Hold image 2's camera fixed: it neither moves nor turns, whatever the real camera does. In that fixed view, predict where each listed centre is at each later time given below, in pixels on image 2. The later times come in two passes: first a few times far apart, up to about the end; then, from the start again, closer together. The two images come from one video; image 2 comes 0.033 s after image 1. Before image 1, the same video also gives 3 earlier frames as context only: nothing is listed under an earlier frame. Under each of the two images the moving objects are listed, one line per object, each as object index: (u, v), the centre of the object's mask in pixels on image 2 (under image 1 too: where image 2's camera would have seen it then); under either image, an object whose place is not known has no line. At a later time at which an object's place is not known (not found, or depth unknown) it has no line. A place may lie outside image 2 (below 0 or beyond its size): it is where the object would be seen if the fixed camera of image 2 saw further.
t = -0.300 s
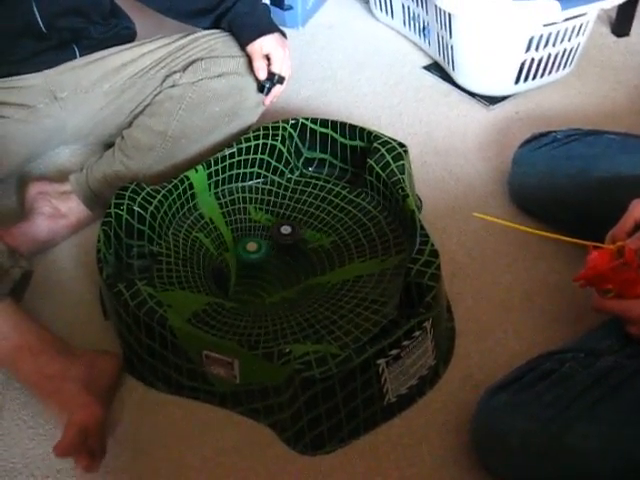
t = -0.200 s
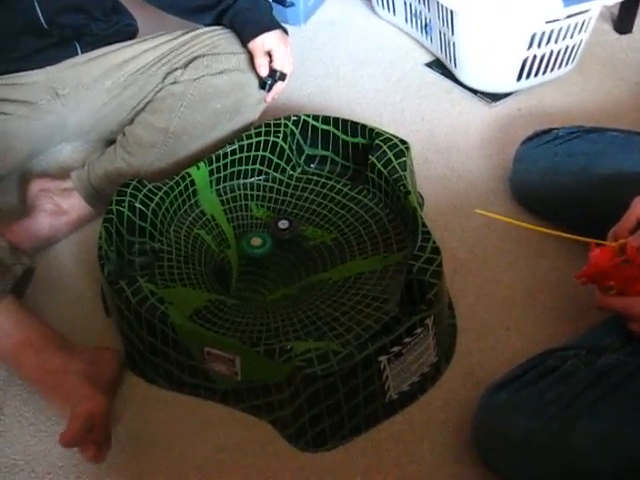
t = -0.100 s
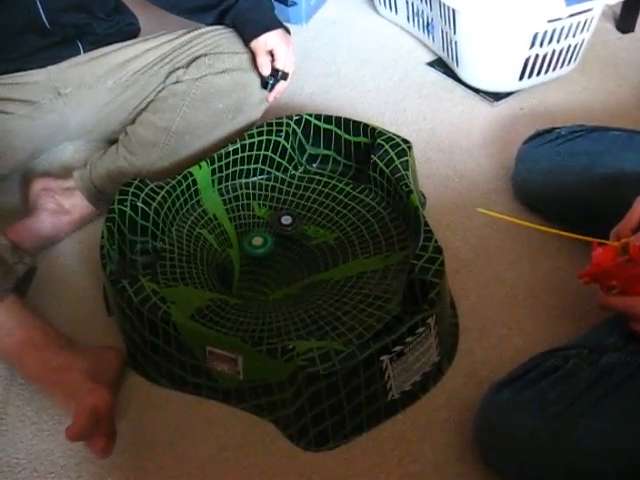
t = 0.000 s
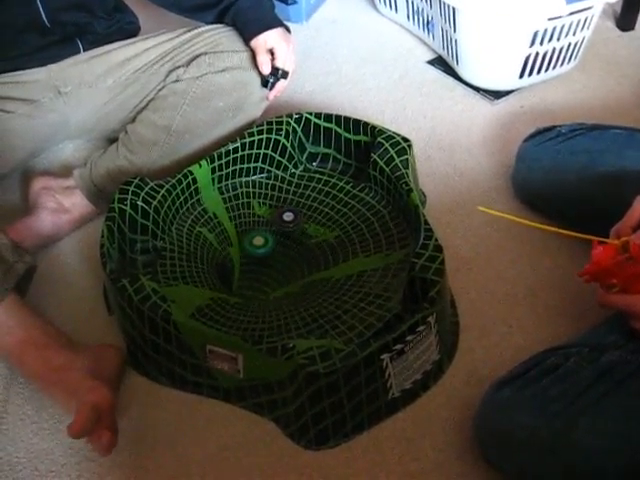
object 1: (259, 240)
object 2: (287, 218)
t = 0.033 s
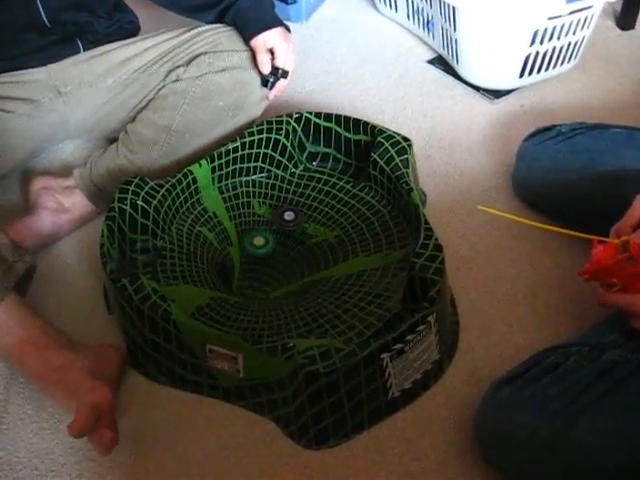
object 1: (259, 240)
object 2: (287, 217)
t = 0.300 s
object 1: (268, 244)
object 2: (290, 221)
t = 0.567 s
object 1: (272, 258)
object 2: (294, 234)
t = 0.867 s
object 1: (272, 274)
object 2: (296, 249)
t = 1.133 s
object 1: (267, 286)
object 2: (290, 256)
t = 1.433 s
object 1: (270, 289)
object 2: (287, 261)
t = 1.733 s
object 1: (268, 274)
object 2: (288, 251)
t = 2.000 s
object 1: (264, 262)
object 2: (295, 237)
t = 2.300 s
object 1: (271, 247)
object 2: (308, 231)
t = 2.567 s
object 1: (280, 237)
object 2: (315, 235)
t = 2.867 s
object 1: (280, 230)
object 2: (324, 249)
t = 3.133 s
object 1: (280, 235)
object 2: (319, 258)
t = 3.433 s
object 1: (283, 243)
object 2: (298, 269)
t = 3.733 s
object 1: (286, 236)
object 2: (277, 264)
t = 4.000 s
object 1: (302, 224)
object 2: (275, 246)
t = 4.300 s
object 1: (322, 223)
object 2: (291, 235)
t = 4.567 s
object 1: (330, 236)
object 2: (295, 239)
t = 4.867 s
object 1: (329, 254)
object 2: (279, 251)
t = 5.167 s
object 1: (310, 258)
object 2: (263, 252)
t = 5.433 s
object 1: (289, 253)
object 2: (253, 244)
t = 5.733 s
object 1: (293, 238)
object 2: (260, 232)
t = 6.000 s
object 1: (308, 235)
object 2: (272, 234)
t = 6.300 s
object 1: (315, 248)
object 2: (275, 245)
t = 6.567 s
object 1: (299, 258)
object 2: (266, 259)
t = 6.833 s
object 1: (315, 272)
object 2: (207, 234)
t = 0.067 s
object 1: (259, 241)
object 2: (287, 217)
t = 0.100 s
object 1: (260, 241)
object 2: (288, 217)
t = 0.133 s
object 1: (261, 241)
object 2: (289, 217)
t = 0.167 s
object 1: (262, 242)
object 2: (288, 217)
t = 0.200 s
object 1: (263, 243)
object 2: (289, 217)
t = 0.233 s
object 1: (265, 245)
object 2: (289, 218)
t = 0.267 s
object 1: (266, 244)
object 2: (290, 219)
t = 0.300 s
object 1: (268, 244)
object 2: (290, 221)
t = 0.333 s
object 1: (270, 247)
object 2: (291, 222)
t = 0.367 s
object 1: (271, 247)
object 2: (293, 224)
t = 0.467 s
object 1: (273, 252)
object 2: (294, 228)
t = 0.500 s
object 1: (272, 255)
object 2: (294, 230)
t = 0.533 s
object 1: (272, 256)
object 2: (295, 232)
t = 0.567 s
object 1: (272, 258)
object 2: (294, 234)
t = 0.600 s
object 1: (272, 260)
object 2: (295, 236)
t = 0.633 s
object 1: (273, 262)
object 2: (296, 237)
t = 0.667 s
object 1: (273, 263)
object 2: (296, 239)
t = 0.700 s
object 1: (273, 265)
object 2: (295, 241)
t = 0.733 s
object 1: (273, 266)
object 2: (295, 242)
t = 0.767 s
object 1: (273, 267)
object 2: (295, 245)
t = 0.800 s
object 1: (273, 269)
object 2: (295, 246)
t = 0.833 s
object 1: (273, 271)
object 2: (296, 248)
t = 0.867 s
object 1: (272, 274)
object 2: (296, 249)
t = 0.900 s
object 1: (272, 276)
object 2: (296, 250)
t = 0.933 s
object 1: (270, 276)
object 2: (295, 251)
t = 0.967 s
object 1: (270, 280)
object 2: (294, 252)
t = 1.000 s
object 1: (269, 282)
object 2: (293, 254)
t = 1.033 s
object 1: (269, 282)
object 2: (292, 255)
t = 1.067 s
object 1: (268, 284)
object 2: (292, 255)
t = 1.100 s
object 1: (268, 285)
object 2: (291, 256)
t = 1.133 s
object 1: (267, 286)
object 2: (290, 256)
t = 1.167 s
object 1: (267, 287)
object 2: (288, 261)
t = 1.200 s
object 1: (267, 288)
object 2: (287, 264)
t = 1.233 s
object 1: (267, 288)
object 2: (287, 265)
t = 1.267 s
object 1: (268, 289)
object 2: (287, 264)
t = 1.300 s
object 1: (268, 290)
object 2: (287, 264)
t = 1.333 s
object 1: (268, 290)
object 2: (287, 263)
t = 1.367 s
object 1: (269, 290)
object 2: (287, 262)
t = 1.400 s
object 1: (269, 290)
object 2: (287, 262)
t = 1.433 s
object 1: (270, 289)
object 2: (287, 261)
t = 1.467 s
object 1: (270, 288)
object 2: (287, 260)
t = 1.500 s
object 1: (271, 287)
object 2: (287, 259)
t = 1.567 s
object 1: (271, 284)
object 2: (287, 257)
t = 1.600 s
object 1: (270, 282)
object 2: (287, 256)
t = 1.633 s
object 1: (270, 280)
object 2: (287, 255)
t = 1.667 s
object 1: (270, 278)
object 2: (285, 254)
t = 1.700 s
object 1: (269, 275)
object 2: (287, 253)
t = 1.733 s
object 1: (268, 274)
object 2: (288, 251)
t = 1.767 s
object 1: (267, 273)
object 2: (289, 249)
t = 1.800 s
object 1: (266, 272)
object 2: (290, 247)
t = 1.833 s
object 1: (265, 270)
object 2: (291, 245)
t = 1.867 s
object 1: (265, 268)
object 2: (292, 243)
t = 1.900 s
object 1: (265, 267)
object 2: (294, 241)
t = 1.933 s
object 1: (264, 264)
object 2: (294, 240)
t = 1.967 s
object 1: (264, 262)
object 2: (294, 238)
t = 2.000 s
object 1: (264, 262)
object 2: (295, 237)
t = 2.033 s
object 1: (264, 261)
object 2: (295, 237)
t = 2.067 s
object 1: (264, 259)
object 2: (297, 236)
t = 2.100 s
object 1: (265, 257)
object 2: (299, 235)
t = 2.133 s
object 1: (266, 255)
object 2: (300, 234)
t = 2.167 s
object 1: (267, 254)
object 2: (303, 233)
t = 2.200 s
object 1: (268, 252)
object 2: (303, 232)
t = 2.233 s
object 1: (269, 249)
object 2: (304, 231)
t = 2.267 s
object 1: (270, 248)
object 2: (306, 231)
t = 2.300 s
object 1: (271, 247)
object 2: (308, 231)
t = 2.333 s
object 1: (272, 245)
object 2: (310, 231)
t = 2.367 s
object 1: (273, 244)
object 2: (310, 231)
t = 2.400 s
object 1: (273, 243)
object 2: (311, 231)
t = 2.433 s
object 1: (274, 241)
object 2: (312, 231)
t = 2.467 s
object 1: (276, 239)
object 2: (313, 232)
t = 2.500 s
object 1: (277, 239)
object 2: (314, 233)
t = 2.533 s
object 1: (279, 238)
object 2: (314, 234)
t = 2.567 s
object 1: (280, 237)
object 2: (315, 235)
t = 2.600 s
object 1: (281, 236)
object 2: (315, 236)
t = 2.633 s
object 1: (282, 235)
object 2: (315, 237)
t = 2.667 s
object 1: (281, 235)
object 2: (315, 239)
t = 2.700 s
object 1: (281, 234)
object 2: (317, 241)
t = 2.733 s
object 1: (281, 233)
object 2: (319, 243)
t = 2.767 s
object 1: (281, 232)
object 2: (321, 246)
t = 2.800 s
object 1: (280, 231)
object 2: (323, 248)
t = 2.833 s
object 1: (280, 230)
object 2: (322, 249)
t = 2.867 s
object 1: (280, 230)
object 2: (324, 249)
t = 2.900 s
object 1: (280, 231)
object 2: (324, 252)
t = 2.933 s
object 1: (279, 231)
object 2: (323, 252)
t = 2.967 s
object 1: (279, 232)
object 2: (324, 253)
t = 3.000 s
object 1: (280, 232)
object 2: (323, 253)
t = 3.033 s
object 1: (280, 232)
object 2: (322, 255)
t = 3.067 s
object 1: (280, 233)
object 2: (319, 256)
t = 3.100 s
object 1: (280, 233)
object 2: (319, 257)
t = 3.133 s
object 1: (280, 235)
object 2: (319, 258)
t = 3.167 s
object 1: (281, 235)
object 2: (318, 258)
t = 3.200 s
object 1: (280, 238)
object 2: (315, 259)
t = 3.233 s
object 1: (281, 238)
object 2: (311, 262)
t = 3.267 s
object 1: (281, 239)
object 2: (309, 263)
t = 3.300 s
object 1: (281, 240)
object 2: (308, 265)
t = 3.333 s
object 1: (281, 241)
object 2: (307, 263)
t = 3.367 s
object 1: (282, 242)
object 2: (304, 265)
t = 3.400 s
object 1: (283, 243)
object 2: (302, 265)
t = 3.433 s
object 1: (283, 243)
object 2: (298, 269)
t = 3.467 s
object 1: (283, 243)
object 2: (295, 270)
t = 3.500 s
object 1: (283, 243)
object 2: (292, 271)
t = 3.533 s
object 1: (283, 242)
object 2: (290, 271)
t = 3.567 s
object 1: (284, 241)
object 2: (286, 269)
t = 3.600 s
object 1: (284, 241)
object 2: (285, 268)
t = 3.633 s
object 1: (285, 240)
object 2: (282, 267)
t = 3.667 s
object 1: (285, 239)
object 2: (282, 268)
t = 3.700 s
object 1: (286, 238)
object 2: (281, 267)
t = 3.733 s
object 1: (286, 236)
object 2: (277, 264)
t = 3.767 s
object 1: (288, 234)
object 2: (277, 261)
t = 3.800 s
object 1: (288, 233)
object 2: (276, 259)
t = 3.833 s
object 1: (290, 231)
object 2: (276, 257)
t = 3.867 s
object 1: (291, 230)
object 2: (274, 256)
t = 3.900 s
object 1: (292, 229)
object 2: (275, 254)
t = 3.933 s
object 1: (294, 228)
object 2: (274, 251)
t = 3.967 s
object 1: (296, 226)
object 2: (275, 250)
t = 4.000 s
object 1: (302, 224)
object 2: (275, 246)
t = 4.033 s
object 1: (304, 223)
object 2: (276, 245)
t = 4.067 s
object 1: (308, 222)
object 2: (279, 243)
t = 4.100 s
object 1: (310, 222)
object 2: (281, 242)
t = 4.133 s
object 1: (312, 221)
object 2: (281, 240)
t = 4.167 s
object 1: (314, 221)
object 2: (282, 239)
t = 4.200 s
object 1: (316, 222)
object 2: (284, 237)
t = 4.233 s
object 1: (318, 222)
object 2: (287, 236)
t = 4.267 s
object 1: (320, 222)
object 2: (290, 235)
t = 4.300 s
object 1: (322, 223)
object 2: (291, 235)
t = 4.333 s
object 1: (323, 223)
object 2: (294, 235)
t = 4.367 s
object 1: (325, 224)
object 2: (295, 235)
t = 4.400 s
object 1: (326, 226)
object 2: (296, 235)
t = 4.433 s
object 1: (329, 227)
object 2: (295, 235)
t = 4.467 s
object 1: (330, 229)
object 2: (295, 236)
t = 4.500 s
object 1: (331, 231)
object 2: (294, 238)
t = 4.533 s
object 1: (331, 234)
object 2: (295, 237)
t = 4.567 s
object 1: (330, 236)
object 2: (295, 239)
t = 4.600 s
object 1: (330, 237)
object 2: (294, 240)
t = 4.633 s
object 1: (330, 238)
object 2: (295, 241)
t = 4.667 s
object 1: (329, 240)
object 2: (294, 241)
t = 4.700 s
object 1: (328, 242)
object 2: (294, 244)
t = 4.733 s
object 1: (326, 243)
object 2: (293, 245)
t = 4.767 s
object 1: (331, 249)
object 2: (288, 246)
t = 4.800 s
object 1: (331, 252)
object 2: (283, 249)
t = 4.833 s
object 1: (331, 253)
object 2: (282, 250)
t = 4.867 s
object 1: (329, 254)
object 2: (279, 251)
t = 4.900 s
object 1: (328, 255)
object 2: (276, 252)
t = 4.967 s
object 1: (324, 256)
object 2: (271, 253)
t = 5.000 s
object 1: (321, 258)
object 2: (269, 253)
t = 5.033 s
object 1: (318, 258)
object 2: (267, 253)
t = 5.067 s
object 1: (317, 258)
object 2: (266, 253)
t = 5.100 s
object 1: (315, 258)
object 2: (265, 253)
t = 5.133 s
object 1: (314, 258)
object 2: (265, 252)
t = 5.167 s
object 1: (310, 258)
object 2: (263, 252)
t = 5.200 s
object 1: (307, 259)
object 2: (259, 252)
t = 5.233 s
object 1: (306, 259)
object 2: (258, 251)
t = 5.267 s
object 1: (301, 259)
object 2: (255, 249)
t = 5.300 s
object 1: (298, 258)
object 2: (254, 248)
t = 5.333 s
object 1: (294, 257)
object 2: (254, 247)
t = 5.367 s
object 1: (291, 255)
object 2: (253, 245)
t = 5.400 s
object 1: (290, 254)
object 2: (253, 244)
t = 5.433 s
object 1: (289, 253)
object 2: (253, 244)
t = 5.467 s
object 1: (287, 250)
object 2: (254, 241)
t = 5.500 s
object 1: (286, 248)
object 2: (254, 240)
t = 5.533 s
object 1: (286, 246)
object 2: (254, 238)
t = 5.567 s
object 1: (287, 244)
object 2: (254, 237)
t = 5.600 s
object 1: (287, 243)
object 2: (256, 235)
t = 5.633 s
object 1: (288, 242)
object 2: (255, 235)
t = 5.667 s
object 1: (290, 240)
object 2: (257, 234)
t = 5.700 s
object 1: (291, 240)
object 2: (259, 233)
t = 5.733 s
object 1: (293, 238)
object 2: (260, 232)
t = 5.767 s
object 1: (295, 237)
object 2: (262, 232)
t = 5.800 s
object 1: (297, 235)
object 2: (265, 232)
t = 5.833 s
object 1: (299, 235)
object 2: (264, 232)
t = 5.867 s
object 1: (301, 235)
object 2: (266, 232)
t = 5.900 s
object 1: (303, 235)
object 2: (268, 233)
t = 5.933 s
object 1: (305, 235)
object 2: (270, 232)
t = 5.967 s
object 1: (307, 235)
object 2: (271, 234)
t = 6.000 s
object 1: (308, 235)
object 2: (272, 234)
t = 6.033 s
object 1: (309, 235)
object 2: (271, 235)
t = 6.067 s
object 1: (311, 237)
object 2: (273, 236)
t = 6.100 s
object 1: (312, 238)
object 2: (274, 237)
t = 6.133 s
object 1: (313, 239)
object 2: (275, 240)
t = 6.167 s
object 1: (314, 240)
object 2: (275, 242)
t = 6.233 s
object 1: (314, 241)
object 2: (275, 243)
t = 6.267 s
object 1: (316, 246)
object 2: (275, 244)
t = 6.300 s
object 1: (315, 248)
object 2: (275, 245)
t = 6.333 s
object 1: (314, 250)
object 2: (274, 246)
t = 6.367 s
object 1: (313, 251)
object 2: (275, 247)
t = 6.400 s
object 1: (313, 251)
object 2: (274, 251)
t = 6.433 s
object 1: (311, 252)
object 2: (274, 252)
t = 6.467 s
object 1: (309, 254)
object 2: (272, 254)
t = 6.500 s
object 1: (306, 255)
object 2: (271, 256)
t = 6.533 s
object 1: (305, 256)
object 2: (269, 258)
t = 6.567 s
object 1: (299, 258)
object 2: (266, 259)
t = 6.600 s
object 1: (298, 260)
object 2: (264, 258)
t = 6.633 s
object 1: (304, 265)
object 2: (258, 255)
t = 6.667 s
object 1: (308, 266)
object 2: (240, 250)
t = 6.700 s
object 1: (310, 269)
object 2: (236, 246)
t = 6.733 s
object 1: (312, 271)
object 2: (227, 242)
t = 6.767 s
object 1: (314, 272)
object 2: (218, 237)
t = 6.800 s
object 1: (315, 273)
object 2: (212, 235)
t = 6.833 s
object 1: (315, 272)
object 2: (207, 234)
